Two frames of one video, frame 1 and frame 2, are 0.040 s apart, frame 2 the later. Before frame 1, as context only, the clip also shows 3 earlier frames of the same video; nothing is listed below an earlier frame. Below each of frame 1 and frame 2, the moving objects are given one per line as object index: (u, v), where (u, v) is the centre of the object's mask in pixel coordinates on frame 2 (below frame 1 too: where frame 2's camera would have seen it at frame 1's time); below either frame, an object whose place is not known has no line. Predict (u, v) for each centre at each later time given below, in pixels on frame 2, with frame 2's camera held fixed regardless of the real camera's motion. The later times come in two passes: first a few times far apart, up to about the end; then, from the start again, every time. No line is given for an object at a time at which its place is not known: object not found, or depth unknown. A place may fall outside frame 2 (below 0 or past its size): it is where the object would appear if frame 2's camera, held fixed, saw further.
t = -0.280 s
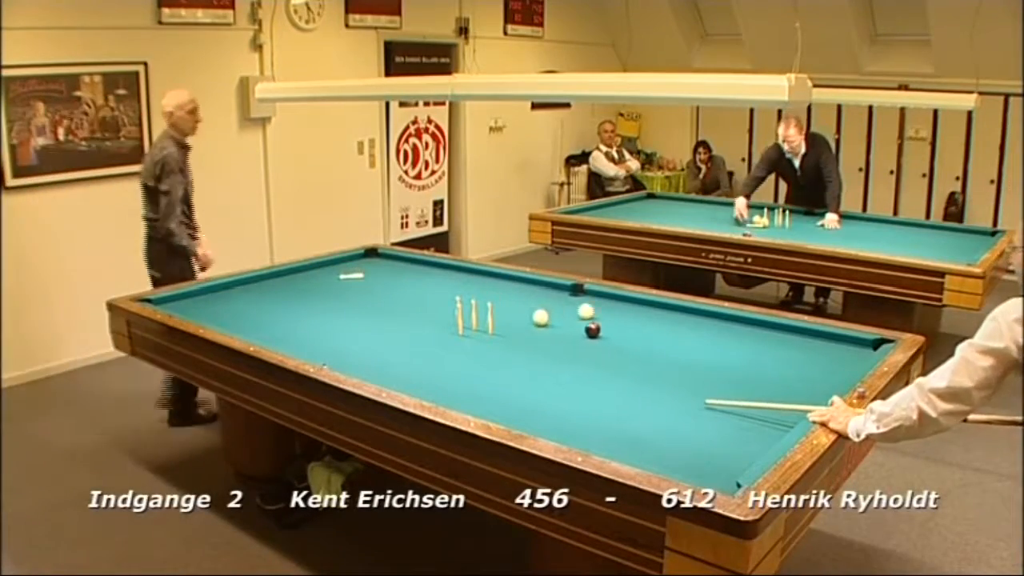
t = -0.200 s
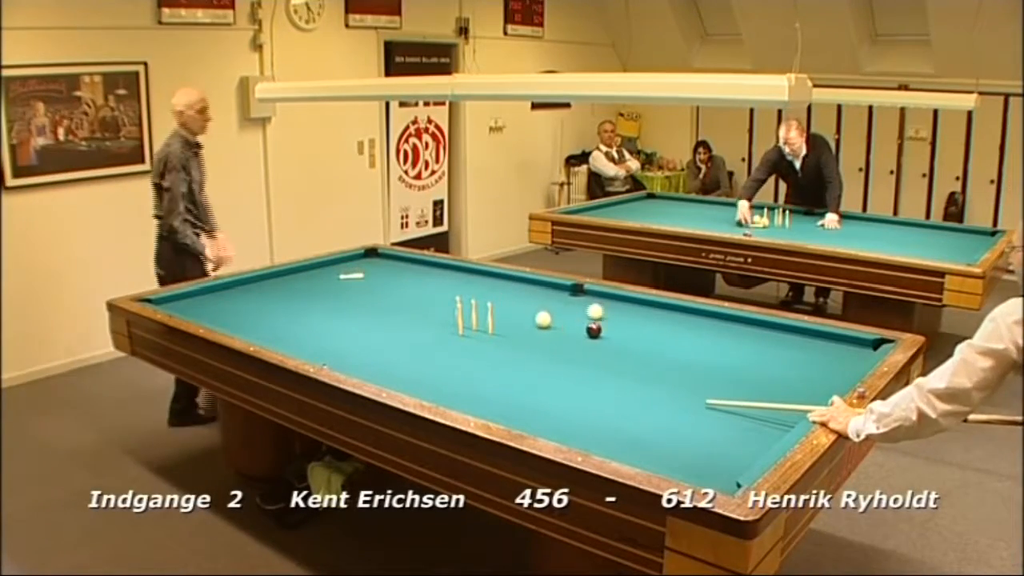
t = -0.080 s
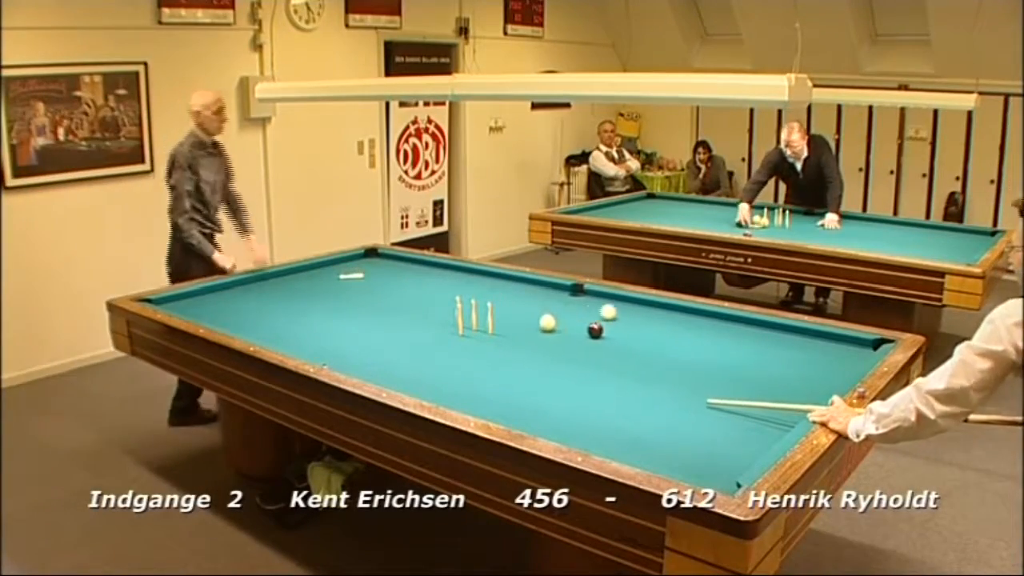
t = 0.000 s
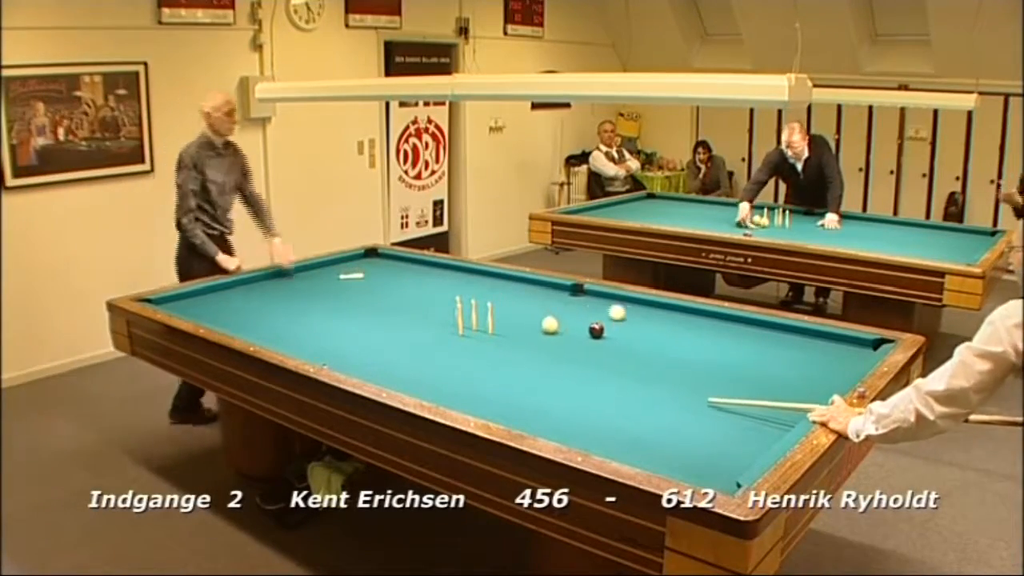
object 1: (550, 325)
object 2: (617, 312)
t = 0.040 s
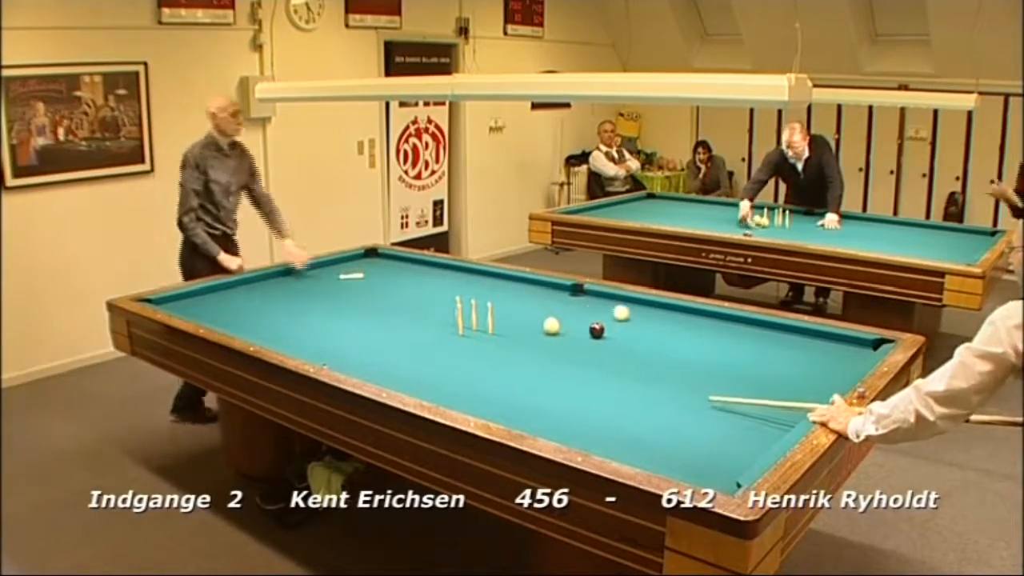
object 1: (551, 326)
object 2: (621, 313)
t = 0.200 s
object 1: (557, 330)
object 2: (638, 313)
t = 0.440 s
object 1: (565, 337)
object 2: (663, 314)
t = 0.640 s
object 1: (573, 343)
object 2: (683, 315)
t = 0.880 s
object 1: (581, 350)
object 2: (707, 316)
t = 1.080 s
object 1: (588, 355)
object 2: (727, 316)
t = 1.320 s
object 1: (597, 363)
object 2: (740, 320)
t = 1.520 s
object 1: (605, 368)
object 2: (749, 323)
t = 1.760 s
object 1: (614, 375)
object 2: (761, 327)
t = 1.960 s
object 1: (622, 382)
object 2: (771, 330)
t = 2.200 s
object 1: (631, 389)
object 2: (782, 334)
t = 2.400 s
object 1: (638, 395)
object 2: (791, 336)
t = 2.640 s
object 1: (648, 402)
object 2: (802, 340)
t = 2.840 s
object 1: (655, 408)
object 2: (810, 343)
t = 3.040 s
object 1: (663, 414)
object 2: (818, 346)
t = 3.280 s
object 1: (672, 421)
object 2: (828, 349)
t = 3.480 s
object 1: (679, 427)
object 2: (835, 351)
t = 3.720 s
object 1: (688, 434)
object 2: (844, 354)
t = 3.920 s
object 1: (695, 440)
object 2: (851, 356)
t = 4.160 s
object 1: (704, 446)
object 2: (858, 358)
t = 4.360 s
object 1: (711, 451)
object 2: (855, 358)
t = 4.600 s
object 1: (719, 457)
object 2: (851, 358)
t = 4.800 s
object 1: (725, 462)
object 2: (849, 359)
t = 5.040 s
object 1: (733, 467)
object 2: (846, 358)
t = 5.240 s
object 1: (732, 469)
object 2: (844, 358)
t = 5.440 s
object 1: (727, 470)
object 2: (842, 358)
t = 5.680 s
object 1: (722, 470)
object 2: (841, 358)
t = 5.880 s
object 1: (718, 470)
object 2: (841, 358)
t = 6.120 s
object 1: (715, 470)
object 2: (841, 358)
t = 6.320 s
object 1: (713, 470)
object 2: (841, 358)
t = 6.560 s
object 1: (712, 470)
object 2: (841, 358)
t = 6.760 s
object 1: (712, 469)
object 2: (841, 358)
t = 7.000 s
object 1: (712, 469)
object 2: (841, 358)
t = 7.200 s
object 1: (712, 469)
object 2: (841, 358)
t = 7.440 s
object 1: (712, 469)
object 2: (841, 358)
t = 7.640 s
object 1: (712, 470)
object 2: (841, 358)
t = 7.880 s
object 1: (712, 470)
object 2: (841, 358)
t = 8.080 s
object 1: (712, 469)
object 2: (841, 358)
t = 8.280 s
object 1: (712, 469)
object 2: (841, 358)
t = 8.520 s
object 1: (712, 469)
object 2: (841, 358)
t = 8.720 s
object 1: (712, 469)
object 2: (841, 358)
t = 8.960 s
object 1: (712, 469)
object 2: (841, 358)
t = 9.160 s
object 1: (712, 469)
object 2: (841, 358)
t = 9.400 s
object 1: (712, 469)
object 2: (841, 358)
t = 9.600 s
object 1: (712, 469)
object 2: (841, 358)
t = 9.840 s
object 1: (712, 469)
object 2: (841, 358)
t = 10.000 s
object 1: (712, 469)
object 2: (841, 358)
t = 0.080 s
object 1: (552, 327)
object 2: (625, 313)
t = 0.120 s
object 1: (554, 328)
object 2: (629, 313)
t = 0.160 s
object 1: (555, 329)
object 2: (634, 313)
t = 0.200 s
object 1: (557, 330)
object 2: (638, 313)
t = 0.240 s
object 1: (558, 332)
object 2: (643, 313)
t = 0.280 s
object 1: (560, 333)
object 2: (646, 314)
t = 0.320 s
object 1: (561, 334)
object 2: (650, 314)
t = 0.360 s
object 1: (563, 335)
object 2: (655, 314)
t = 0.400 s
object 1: (564, 336)
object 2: (659, 314)
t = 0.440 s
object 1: (565, 337)
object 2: (663, 314)
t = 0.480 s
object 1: (567, 338)
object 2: (667, 314)
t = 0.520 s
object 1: (568, 339)
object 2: (671, 315)
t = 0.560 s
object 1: (570, 340)
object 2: (675, 315)
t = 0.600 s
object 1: (571, 342)
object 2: (680, 315)
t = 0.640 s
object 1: (573, 343)
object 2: (683, 315)
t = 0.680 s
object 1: (574, 344)
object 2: (687, 315)
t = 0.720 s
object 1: (575, 345)
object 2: (692, 315)
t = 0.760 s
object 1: (577, 346)
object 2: (695, 315)
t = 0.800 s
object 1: (578, 347)
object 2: (699, 315)
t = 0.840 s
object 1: (580, 349)
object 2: (703, 315)
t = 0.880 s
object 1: (581, 350)
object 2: (707, 316)
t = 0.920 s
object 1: (582, 351)
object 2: (711, 316)
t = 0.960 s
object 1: (584, 352)
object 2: (715, 316)
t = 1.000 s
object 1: (586, 353)
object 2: (719, 316)
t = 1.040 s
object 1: (587, 354)
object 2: (723, 316)
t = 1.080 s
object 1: (588, 355)
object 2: (727, 316)
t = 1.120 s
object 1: (590, 357)
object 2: (730, 317)
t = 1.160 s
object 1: (591, 358)
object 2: (732, 317)
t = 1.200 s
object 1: (593, 359)
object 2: (734, 318)
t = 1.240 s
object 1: (594, 360)
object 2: (736, 319)
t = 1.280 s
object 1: (596, 361)
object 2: (738, 319)
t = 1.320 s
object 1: (597, 363)
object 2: (740, 320)
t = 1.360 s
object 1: (599, 364)
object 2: (741, 320)
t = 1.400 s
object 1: (600, 365)
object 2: (744, 321)
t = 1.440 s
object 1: (602, 366)
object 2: (746, 322)
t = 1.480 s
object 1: (603, 367)
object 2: (747, 323)
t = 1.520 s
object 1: (605, 368)
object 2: (749, 323)
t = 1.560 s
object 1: (606, 370)
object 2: (751, 324)
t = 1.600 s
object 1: (608, 371)
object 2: (753, 324)
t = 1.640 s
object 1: (609, 372)
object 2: (755, 325)
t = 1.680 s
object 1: (611, 373)
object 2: (757, 326)
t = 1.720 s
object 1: (612, 374)
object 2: (759, 326)
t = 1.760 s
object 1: (614, 375)
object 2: (761, 327)
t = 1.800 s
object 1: (615, 377)
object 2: (763, 328)
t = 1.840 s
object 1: (617, 378)
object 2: (765, 328)
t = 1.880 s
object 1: (618, 379)
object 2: (767, 329)
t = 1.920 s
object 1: (620, 380)
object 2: (769, 329)
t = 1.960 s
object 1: (622, 382)
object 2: (771, 330)
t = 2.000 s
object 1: (623, 383)
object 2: (773, 331)
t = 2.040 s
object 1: (625, 384)
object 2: (774, 331)
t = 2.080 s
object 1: (626, 385)
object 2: (776, 332)
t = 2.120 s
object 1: (628, 387)
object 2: (778, 333)
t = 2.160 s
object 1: (629, 388)
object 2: (780, 333)
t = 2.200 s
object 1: (631, 389)
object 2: (782, 334)
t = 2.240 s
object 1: (632, 390)
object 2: (784, 335)
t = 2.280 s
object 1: (634, 391)
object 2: (786, 335)
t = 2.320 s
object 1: (635, 393)
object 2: (787, 336)
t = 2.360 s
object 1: (637, 394)
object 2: (789, 336)
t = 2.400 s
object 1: (638, 395)
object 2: (791, 336)
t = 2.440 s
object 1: (640, 396)
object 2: (793, 337)
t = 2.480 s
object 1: (642, 397)
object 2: (795, 338)
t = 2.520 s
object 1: (643, 399)
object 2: (796, 338)
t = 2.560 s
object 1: (644, 400)
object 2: (798, 339)
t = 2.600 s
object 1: (646, 401)
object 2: (800, 339)
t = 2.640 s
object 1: (648, 402)
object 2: (802, 340)
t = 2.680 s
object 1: (649, 403)
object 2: (803, 341)
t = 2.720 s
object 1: (651, 405)
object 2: (805, 341)
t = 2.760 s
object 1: (652, 406)
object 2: (807, 342)
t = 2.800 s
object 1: (654, 407)
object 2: (808, 342)
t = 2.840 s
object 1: (655, 408)
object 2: (810, 343)
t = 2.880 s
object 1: (657, 409)
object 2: (811, 344)
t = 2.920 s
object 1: (658, 410)
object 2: (813, 344)
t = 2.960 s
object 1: (660, 411)
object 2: (815, 345)
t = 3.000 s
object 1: (661, 413)
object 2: (817, 345)
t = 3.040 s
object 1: (663, 414)
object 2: (818, 346)
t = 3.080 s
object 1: (664, 415)
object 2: (820, 346)
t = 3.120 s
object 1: (666, 417)
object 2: (822, 347)
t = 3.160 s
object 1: (668, 418)
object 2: (823, 347)
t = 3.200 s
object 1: (669, 419)
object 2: (825, 348)
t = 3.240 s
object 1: (671, 420)
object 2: (826, 348)
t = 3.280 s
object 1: (672, 421)
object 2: (828, 349)
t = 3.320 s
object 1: (673, 422)
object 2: (830, 349)
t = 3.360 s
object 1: (675, 423)
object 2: (831, 350)
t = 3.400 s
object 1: (676, 425)
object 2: (832, 350)
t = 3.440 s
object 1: (678, 426)
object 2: (834, 351)
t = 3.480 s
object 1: (679, 427)
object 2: (835, 351)
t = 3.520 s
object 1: (681, 428)
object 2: (837, 352)
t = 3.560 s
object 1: (682, 429)
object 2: (839, 352)
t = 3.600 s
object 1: (684, 430)
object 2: (840, 353)
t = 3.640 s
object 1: (685, 431)
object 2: (841, 353)
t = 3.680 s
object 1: (687, 433)
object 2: (843, 354)
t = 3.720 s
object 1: (688, 434)
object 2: (844, 354)
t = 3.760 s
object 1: (689, 435)
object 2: (845, 355)
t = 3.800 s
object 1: (691, 436)
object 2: (847, 355)
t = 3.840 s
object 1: (693, 437)
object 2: (848, 355)
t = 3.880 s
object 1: (694, 438)
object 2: (849, 356)
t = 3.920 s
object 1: (695, 440)
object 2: (851, 356)
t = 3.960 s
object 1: (697, 441)
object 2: (852, 357)
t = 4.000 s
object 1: (698, 442)
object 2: (854, 357)
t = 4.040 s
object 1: (700, 443)
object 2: (854, 357)
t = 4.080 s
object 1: (701, 444)
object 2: (856, 357)
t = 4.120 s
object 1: (702, 445)
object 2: (857, 358)
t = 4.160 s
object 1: (704, 446)
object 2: (858, 358)
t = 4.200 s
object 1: (705, 447)
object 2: (858, 358)
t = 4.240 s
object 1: (707, 448)
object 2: (858, 358)
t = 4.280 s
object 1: (708, 449)
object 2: (857, 358)
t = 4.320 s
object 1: (710, 450)
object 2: (856, 358)
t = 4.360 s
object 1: (711, 451)
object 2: (855, 358)
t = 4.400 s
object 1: (712, 452)
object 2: (855, 358)
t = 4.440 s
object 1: (713, 453)
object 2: (854, 358)
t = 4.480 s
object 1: (715, 454)
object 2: (854, 358)
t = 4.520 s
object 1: (716, 456)
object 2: (853, 358)
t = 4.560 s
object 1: (718, 457)
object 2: (852, 358)
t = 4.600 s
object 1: (719, 457)
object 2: (851, 358)
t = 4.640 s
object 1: (720, 459)
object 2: (851, 358)
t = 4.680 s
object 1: (721, 459)
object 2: (850, 358)
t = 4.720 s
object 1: (723, 461)
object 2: (850, 358)
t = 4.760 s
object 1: (724, 461)
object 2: (849, 359)
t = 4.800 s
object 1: (725, 462)
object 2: (849, 359)
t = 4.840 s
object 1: (727, 463)
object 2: (848, 359)
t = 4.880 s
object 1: (728, 465)
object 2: (848, 359)
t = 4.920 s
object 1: (729, 465)
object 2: (847, 358)
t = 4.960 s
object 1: (730, 466)
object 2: (847, 358)
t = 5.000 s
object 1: (731, 467)
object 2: (847, 358)
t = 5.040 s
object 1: (733, 467)
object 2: (846, 358)
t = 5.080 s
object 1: (734, 468)
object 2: (846, 358)
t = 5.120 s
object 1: (735, 468)
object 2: (846, 358)
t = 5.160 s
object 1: (734, 469)
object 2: (845, 358)
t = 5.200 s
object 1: (733, 469)
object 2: (844, 358)
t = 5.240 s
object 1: (732, 469)
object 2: (844, 358)
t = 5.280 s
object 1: (731, 469)
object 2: (844, 358)
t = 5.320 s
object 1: (730, 469)
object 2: (843, 358)
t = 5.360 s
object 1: (729, 469)
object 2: (843, 358)
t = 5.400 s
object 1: (728, 470)
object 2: (843, 358)
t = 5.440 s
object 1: (727, 470)
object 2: (842, 358)
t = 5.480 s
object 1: (726, 470)
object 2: (842, 358)
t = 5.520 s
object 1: (725, 470)
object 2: (842, 358)
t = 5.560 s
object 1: (725, 470)
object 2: (842, 358)
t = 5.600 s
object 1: (724, 470)
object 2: (841, 358)
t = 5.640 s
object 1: (723, 470)
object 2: (841, 358)
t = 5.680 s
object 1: (722, 470)
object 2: (841, 358)
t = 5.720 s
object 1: (722, 470)
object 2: (841, 358)
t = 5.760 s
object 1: (720, 470)
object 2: (841, 358)
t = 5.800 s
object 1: (720, 470)
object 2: (841, 358)
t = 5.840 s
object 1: (719, 470)
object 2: (841, 358)
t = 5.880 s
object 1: (718, 470)
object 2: (841, 358)
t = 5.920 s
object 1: (718, 470)
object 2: (841, 358)
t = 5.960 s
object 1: (717, 470)
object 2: (841, 358)
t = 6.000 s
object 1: (716, 470)
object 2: (841, 358)
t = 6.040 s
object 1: (716, 470)
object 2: (841, 358)
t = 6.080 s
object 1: (715, 470)
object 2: (841, 358)
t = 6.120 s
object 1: (715, 470)
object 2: (841, 358)
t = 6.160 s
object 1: (715, 470)
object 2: (841, 358)
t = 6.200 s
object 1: (714, 470)
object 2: (841, 358)
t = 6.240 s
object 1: (714, 470)
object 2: (841, 358)
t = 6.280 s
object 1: (713, 470)
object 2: (841, 358)
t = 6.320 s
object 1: (713, 470)
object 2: (841, 358)
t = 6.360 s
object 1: (713, 470)
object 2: (841, 358)
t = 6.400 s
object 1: (713, 469)
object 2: (841, 358)
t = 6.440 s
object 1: (712, 470)
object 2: (841, 358)
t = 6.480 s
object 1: (712, 470)
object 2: (841, 358)
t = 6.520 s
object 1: (712, 469)
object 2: (841, 358)
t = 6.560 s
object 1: (712, 470)
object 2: (841, 358)
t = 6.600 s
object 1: (712, 470)
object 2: (841, 358)
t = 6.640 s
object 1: (712, 469)
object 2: (841, 358)
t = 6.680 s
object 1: (712, 469)
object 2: (841, 358)
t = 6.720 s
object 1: (712, 469)
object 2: (841, 358)
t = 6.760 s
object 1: (712, 469)
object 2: (841, 358)
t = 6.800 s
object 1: (712, 469)
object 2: (841, 358)
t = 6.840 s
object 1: (712, 469)
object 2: (841, 358)
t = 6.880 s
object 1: (712, 469)
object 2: (841, 358)
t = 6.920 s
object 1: (712, 469)
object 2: (841, 358)
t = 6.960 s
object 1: (712, 469)
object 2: (841, 358)
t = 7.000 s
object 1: (712, 469)
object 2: (841, 358)
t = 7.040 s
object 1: (712, 469)
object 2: (841, 358)
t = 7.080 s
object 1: (712, 469)
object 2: (841, 358)
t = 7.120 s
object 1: (712, 469)
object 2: (841, 358)
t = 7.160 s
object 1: (712, 469)
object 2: (841, 358)
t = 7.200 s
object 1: (712, 469)
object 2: (841, 358)
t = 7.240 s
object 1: (712, 469)
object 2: (841, 358)
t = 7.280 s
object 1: (712, 469)
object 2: (841, 358)
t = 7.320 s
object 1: (712, 469)
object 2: (841, 358)
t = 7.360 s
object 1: (712, 469)
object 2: (841, 358)
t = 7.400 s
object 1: (712, 469)
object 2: (841, 358)
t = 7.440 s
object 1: (712, 469)
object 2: (841, 358)
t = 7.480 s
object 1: (712, 470)
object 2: (841, 358)
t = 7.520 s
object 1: (712, 470)
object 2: (841, 358)
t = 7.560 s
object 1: (712, 470)
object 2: (841, 358)
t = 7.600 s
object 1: (712, 470)
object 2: (841, 358)
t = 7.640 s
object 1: (712, 470)
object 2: (841, 358)
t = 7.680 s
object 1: (712, 470)
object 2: (841, 358)
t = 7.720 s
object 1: (712, 469)
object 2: (841, 358)
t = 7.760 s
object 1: (712, 469)
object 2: (841, 358)
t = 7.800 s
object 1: (712, 470)
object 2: (841, 358)
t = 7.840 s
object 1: (712, 470)
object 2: (841, 358)
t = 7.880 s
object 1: (712, 470)
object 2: (841, 358)
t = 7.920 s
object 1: (712, 470)
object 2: (841, 358)
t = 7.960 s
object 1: (712, 470)
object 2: (841, 358)
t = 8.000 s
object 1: (712, 470)
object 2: (841, 358)
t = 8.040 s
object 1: (712, 469)
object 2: (841, 358)
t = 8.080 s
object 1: (712, 469)
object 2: (841, 358)
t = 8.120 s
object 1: (712, 469)
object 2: (841, 358)
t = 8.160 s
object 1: (712, 469)
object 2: (841, 358)
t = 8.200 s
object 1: (712, 469)
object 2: (841, 358)
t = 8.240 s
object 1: (712, 469)
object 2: (841, 358)
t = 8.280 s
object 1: (712, 469)
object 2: (841, 358)
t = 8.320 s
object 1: (712, 469)
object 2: (841, 358)
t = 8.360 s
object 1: (712, 469)
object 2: (841, 358)
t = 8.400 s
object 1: (712, 469)
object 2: (841, 358)
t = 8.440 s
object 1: (712, 469)
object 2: (841, 358)
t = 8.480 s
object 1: (712, 469)
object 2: (841, 358)
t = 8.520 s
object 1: (712, 469)
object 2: (841, 358)
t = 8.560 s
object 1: (712, 469)
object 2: (841, 358)
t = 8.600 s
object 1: (712, 469)
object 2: (841, 358)
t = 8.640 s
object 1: (712, 469)
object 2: (841, 358)
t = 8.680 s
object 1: (712, 469)
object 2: (841, 358)
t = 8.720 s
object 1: (712, 469)
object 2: (841, 358)
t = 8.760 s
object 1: (712, 470)
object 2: (841, 358)
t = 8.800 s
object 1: (712, 469)
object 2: (841, 358)
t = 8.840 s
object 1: (712, 469)
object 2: (841, 358)
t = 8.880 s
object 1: (712, 470)
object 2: (841, 358)
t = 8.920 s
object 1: (712, 470)
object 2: (841, 358)
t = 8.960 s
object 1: (712, 469)
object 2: (841, 358)
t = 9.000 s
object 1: (712, 470)
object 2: (841, 358)
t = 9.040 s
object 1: (712, 470)
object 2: (841, 358)
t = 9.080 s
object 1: (712, 470)
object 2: (841, 358)
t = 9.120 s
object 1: (712, 469)
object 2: (841, 358)
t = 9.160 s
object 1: (712, 469)
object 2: (841, 358)
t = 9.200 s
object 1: (712, 470)
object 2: (841, 358)
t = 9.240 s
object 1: (712, 469)
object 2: (841, 358)
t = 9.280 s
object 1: (712, 469)
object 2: (841, 358)
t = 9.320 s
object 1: (712, 469)
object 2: (841, 358)
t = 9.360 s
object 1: (712, 469)
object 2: (841, 358)
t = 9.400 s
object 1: (712, 469)
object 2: (841, 358)
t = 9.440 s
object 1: (712, 469)
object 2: (841, 358)
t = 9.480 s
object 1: (712, 469)
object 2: (841, 358)
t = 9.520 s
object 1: (712, 469)
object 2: (841, 358)
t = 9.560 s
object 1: (712, 469)
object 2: (841, 358)
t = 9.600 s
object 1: (712, 469)
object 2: (841, 358)
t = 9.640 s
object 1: (712, 469)
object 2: (841, 358)
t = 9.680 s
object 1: (712, 469)
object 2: (841, 358)
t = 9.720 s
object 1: (712, 469)
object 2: (841, 358)
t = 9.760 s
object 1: (712, 469)
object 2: (841, 358)
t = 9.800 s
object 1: (712, 469)
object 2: (841, 358)
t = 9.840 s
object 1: (712, 469)
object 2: (841, 358)
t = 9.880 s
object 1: (712, 469)
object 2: (841, 358)
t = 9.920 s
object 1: (712, 469)
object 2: (841, 358)
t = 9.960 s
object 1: (712, 469)
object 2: (841, 358)
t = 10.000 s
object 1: (712, 469)
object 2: (841, 358)
